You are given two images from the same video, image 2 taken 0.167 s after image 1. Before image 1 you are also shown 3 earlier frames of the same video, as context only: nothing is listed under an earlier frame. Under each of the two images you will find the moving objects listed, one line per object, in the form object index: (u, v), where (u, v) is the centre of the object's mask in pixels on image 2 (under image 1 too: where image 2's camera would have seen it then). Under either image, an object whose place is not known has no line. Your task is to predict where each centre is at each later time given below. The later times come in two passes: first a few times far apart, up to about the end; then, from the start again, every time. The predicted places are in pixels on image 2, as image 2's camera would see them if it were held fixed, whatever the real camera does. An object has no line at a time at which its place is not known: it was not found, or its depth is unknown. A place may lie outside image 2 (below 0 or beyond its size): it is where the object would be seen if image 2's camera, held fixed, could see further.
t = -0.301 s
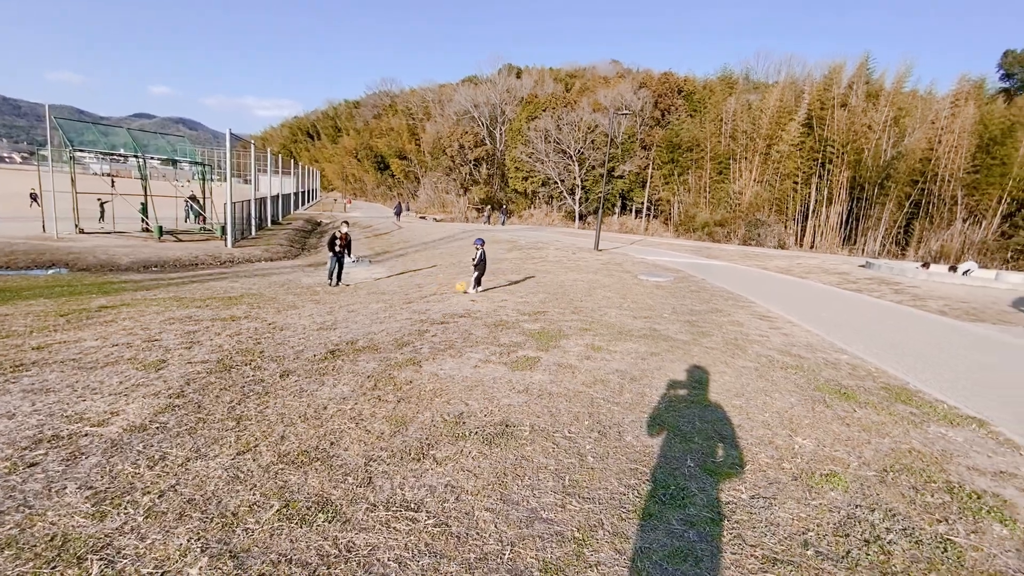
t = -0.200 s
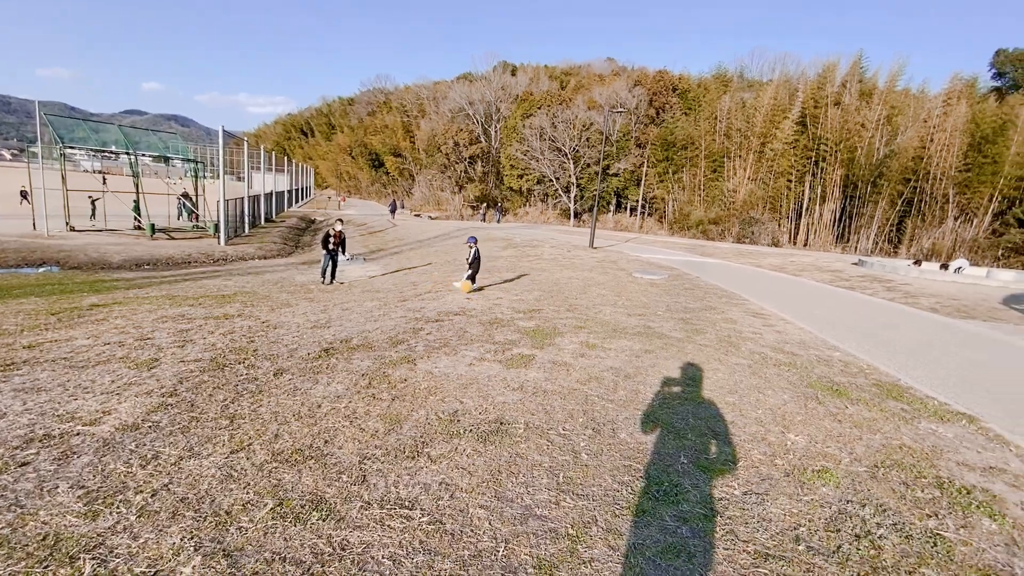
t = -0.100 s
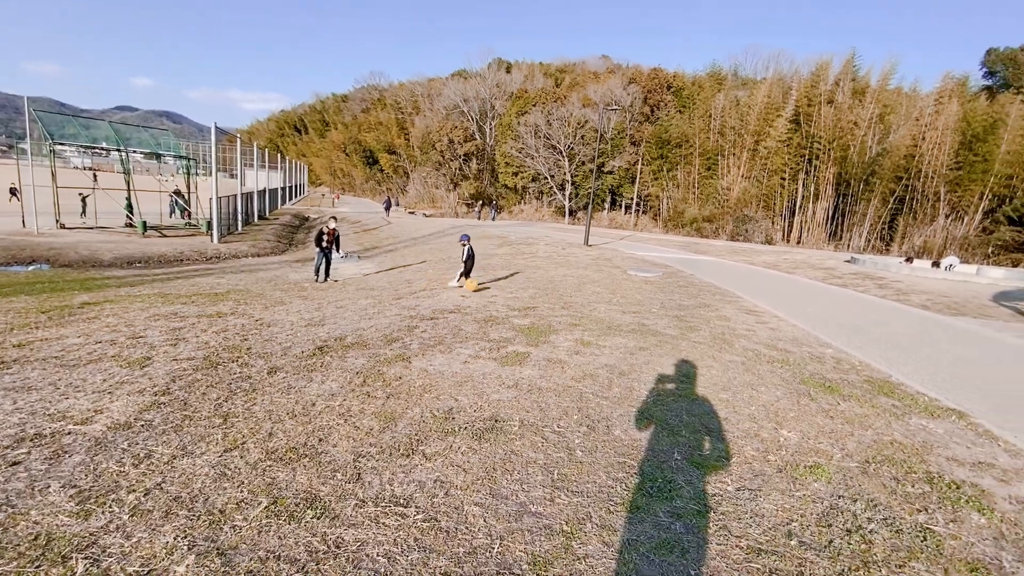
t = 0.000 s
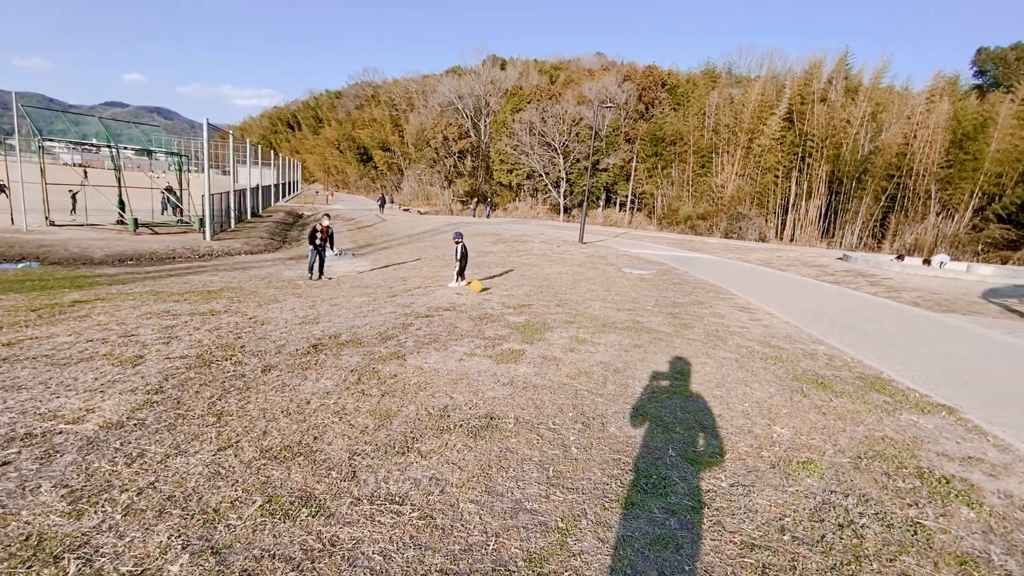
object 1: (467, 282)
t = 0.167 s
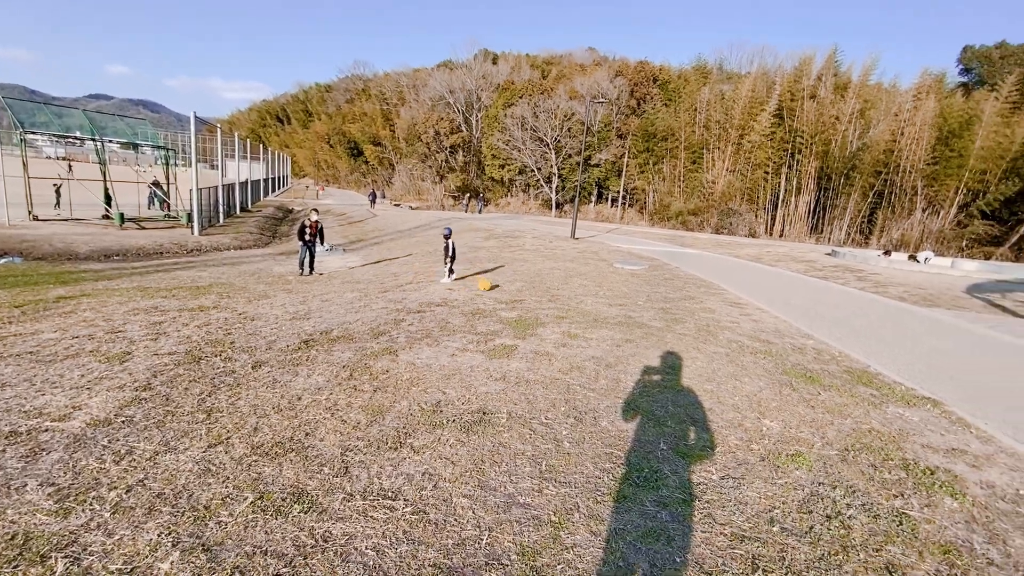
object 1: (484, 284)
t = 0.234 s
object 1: (491, 285)
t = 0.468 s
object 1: (516, 292)
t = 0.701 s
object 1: (541, 297)
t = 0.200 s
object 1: (488, 285)
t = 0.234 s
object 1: (491, 285)
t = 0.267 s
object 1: (494, 286)
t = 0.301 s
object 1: (499, 287)
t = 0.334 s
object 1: (502, 288)
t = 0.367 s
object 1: (505, 289)
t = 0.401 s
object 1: (509, 290)
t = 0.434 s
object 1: (512, 290)
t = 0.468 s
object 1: (516, 292)
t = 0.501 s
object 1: (520, 293)
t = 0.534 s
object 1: (523, 293)
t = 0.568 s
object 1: (527, 294)
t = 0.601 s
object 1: (531, 296)
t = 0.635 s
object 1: (534, 297)
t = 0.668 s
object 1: (538, 297)
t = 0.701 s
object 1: (541, 297)
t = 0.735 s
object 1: (545, 298)
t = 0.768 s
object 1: (548, 300)
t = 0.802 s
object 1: (552, 300)
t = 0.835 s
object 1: (555, 300)
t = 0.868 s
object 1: (559, 302)
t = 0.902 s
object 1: (562, 303)
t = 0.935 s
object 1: (566, 304)
